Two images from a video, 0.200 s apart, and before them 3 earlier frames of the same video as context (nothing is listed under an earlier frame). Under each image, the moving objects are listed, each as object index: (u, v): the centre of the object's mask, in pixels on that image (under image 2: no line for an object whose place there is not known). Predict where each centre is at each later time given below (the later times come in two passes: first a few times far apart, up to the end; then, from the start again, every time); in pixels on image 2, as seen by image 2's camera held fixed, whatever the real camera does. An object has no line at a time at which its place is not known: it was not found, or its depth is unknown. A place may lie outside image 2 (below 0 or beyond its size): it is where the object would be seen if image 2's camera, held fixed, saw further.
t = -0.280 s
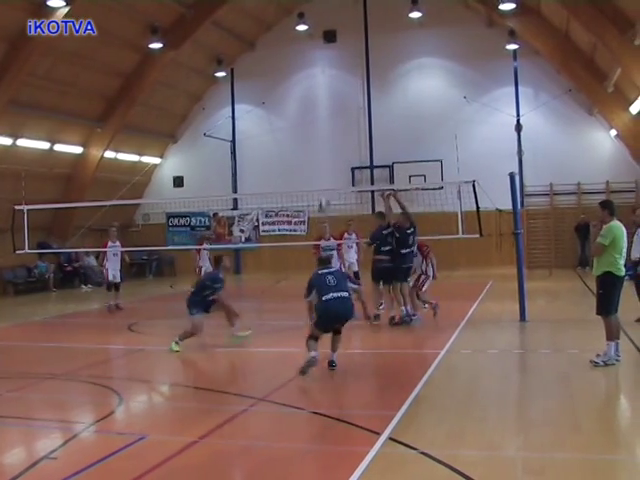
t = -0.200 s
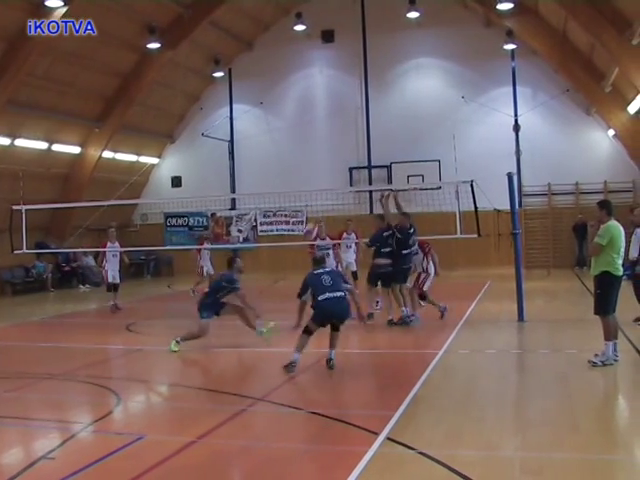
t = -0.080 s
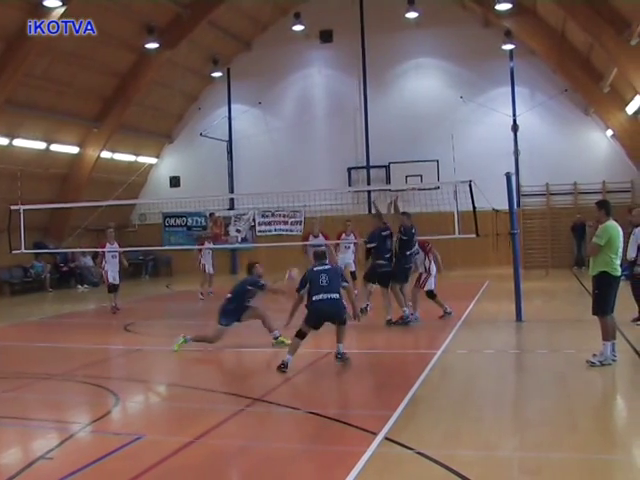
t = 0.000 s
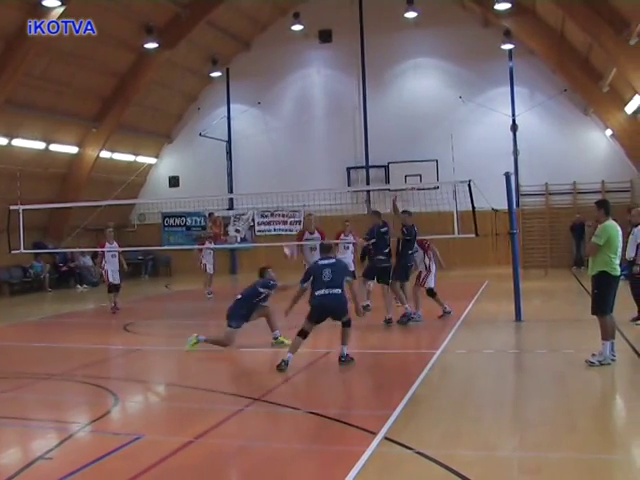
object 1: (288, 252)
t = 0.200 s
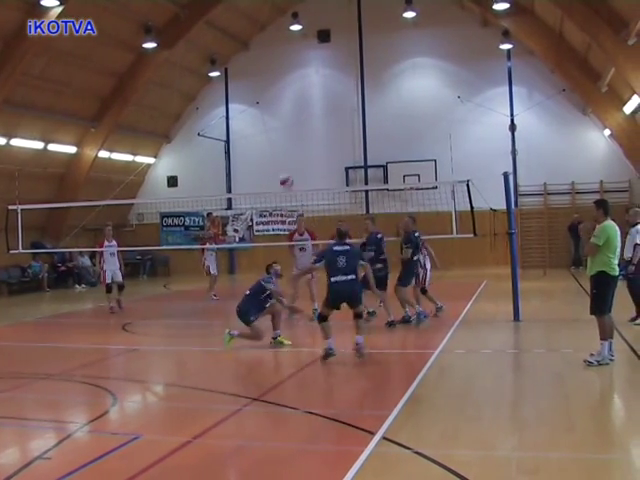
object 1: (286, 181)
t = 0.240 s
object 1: (285, 170)
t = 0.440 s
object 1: (285, 130)
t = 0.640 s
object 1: (283, 117)
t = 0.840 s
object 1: (284, 130)
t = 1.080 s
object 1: (287, 179)
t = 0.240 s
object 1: (285, 170)
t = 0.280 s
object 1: (286, 159)
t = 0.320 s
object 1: (285, 151)
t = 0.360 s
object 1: (285, 144)
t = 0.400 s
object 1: (285, 137)
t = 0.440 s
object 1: (285, 130)
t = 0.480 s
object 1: (284, 126)
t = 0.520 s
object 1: (284, 122)
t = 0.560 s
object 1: (284, 120)
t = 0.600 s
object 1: (283, 117)
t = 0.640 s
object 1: (283, 117)
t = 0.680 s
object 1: (284, 117)
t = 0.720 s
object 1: (284, 119)
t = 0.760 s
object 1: (284, 121)
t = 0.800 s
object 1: (284, 125)
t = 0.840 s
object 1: (284, 130)
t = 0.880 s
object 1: (285, 135)
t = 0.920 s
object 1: (285, 141)
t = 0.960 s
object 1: (285, 149)
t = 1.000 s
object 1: (286, 158)
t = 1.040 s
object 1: (286, 167)
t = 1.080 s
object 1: (287, 179)
